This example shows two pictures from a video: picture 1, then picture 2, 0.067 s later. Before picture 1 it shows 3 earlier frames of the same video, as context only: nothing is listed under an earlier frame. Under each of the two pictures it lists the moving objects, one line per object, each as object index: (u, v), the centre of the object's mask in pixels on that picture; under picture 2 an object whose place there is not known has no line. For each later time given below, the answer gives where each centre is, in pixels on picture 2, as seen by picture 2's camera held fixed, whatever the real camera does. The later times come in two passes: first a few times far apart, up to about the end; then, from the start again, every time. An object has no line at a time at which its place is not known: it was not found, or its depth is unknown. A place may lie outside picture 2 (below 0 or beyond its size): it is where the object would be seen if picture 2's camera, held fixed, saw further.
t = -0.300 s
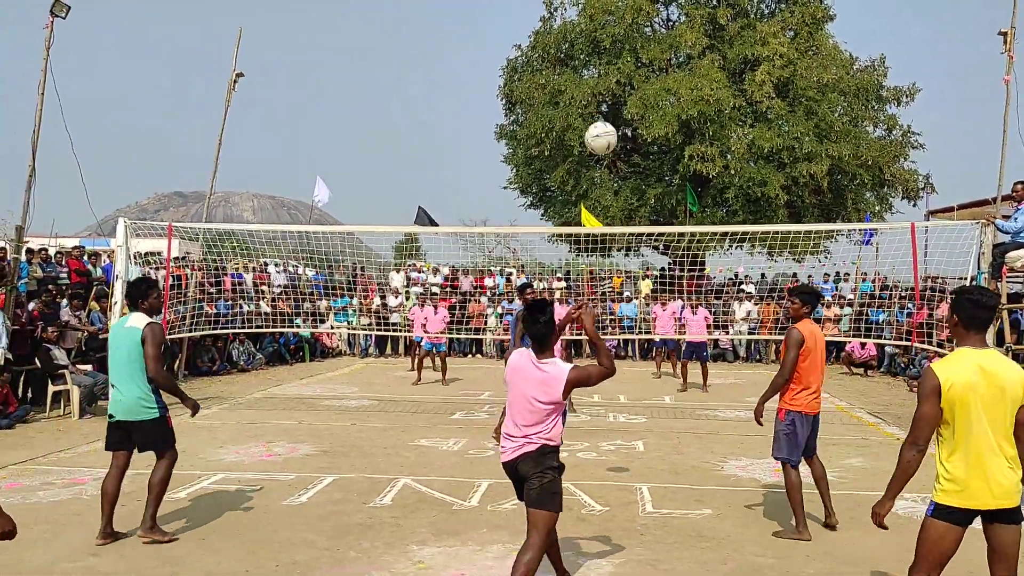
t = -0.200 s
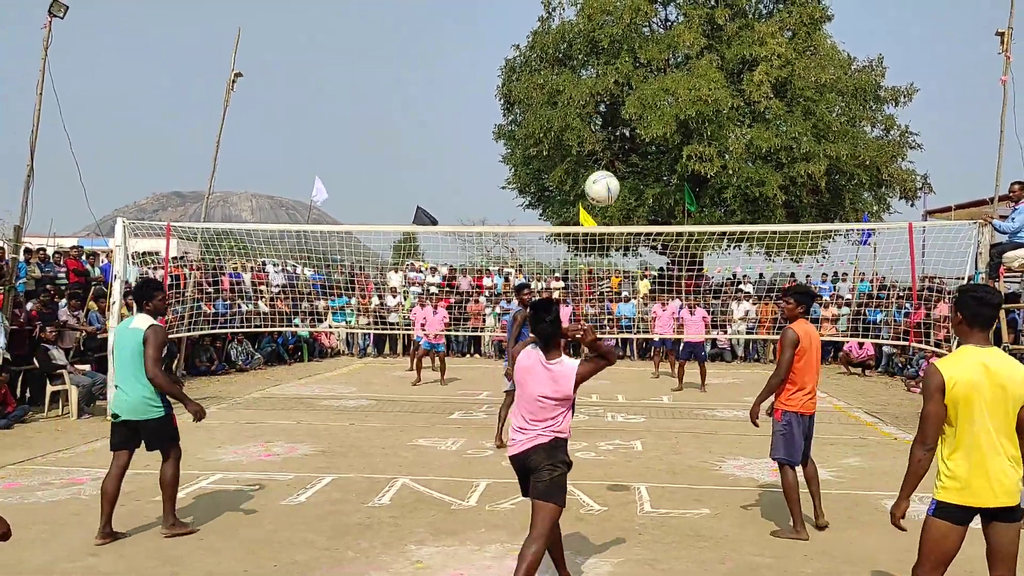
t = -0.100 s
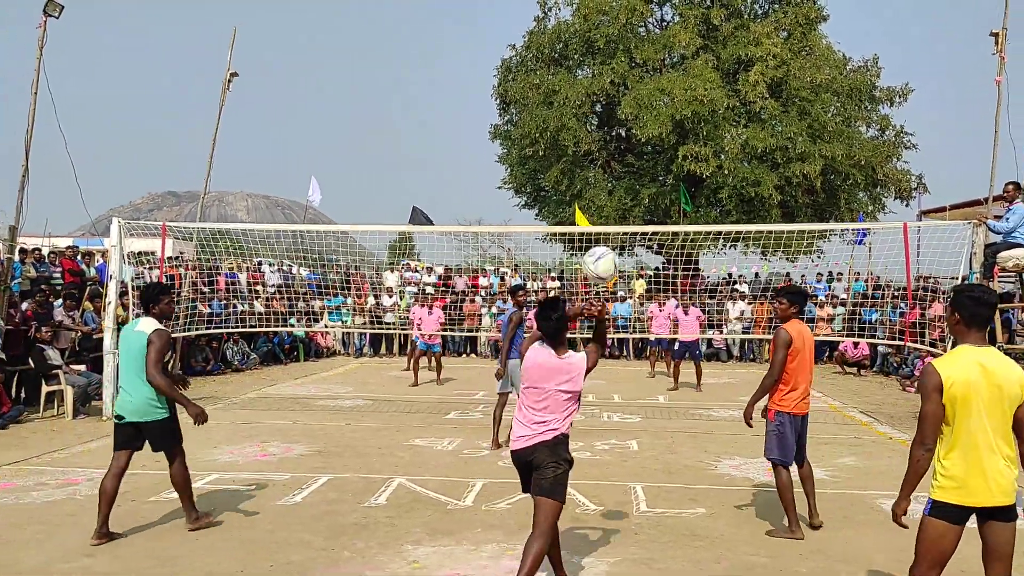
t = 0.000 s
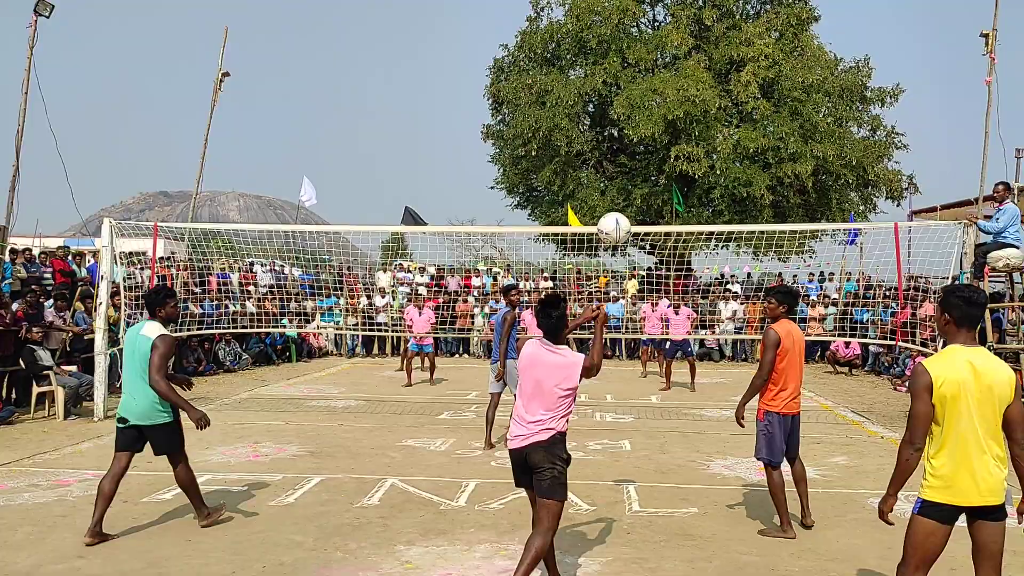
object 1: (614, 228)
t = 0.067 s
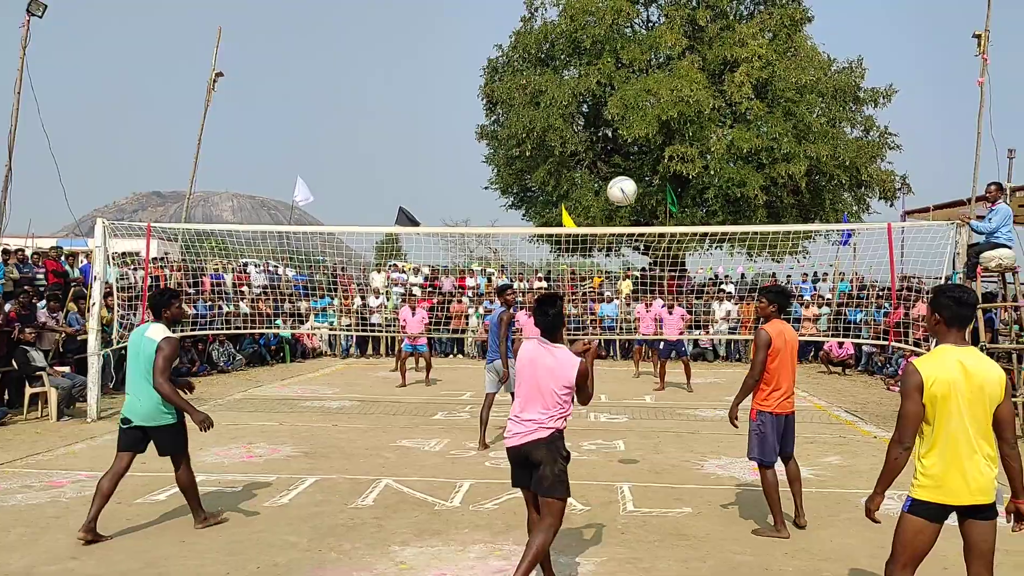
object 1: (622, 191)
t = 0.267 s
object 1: (651, 140)
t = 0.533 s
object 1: (675, 154)
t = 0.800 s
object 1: (688, 210)
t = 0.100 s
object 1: (628, 177)
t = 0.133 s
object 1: (633, 165)
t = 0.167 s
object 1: (638, 156)
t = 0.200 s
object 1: (643, 149)
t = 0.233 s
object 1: (647, 144)
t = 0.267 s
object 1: (651, 140)
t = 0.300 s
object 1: (655, 138)
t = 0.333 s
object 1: (659, 138)
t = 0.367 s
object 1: (662, 138)
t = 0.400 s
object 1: (665, 140)
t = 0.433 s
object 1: (668, 142)
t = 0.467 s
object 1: (670, 146)
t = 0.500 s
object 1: (673, 150)
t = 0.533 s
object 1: (675, 154)
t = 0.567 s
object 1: (677, 160)
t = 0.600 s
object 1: (679, 165)
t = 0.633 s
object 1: (681, 171)
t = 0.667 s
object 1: (682, 178)
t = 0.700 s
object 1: (683, 185)
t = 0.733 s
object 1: (685, 193)
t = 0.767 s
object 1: (687, 201)
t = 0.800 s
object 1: (688, 210)
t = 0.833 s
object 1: (689, 218)
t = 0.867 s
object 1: (691, 224)
